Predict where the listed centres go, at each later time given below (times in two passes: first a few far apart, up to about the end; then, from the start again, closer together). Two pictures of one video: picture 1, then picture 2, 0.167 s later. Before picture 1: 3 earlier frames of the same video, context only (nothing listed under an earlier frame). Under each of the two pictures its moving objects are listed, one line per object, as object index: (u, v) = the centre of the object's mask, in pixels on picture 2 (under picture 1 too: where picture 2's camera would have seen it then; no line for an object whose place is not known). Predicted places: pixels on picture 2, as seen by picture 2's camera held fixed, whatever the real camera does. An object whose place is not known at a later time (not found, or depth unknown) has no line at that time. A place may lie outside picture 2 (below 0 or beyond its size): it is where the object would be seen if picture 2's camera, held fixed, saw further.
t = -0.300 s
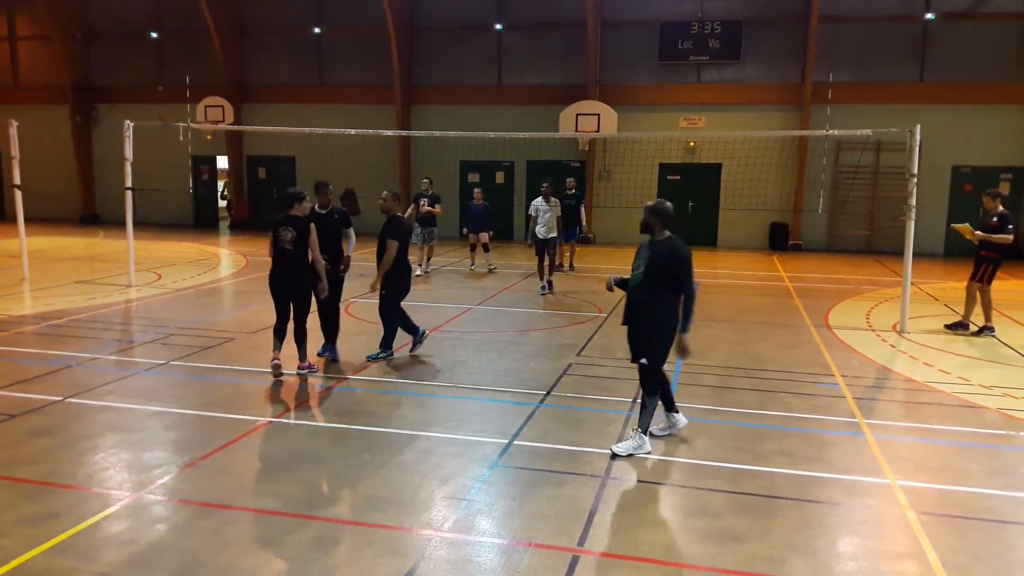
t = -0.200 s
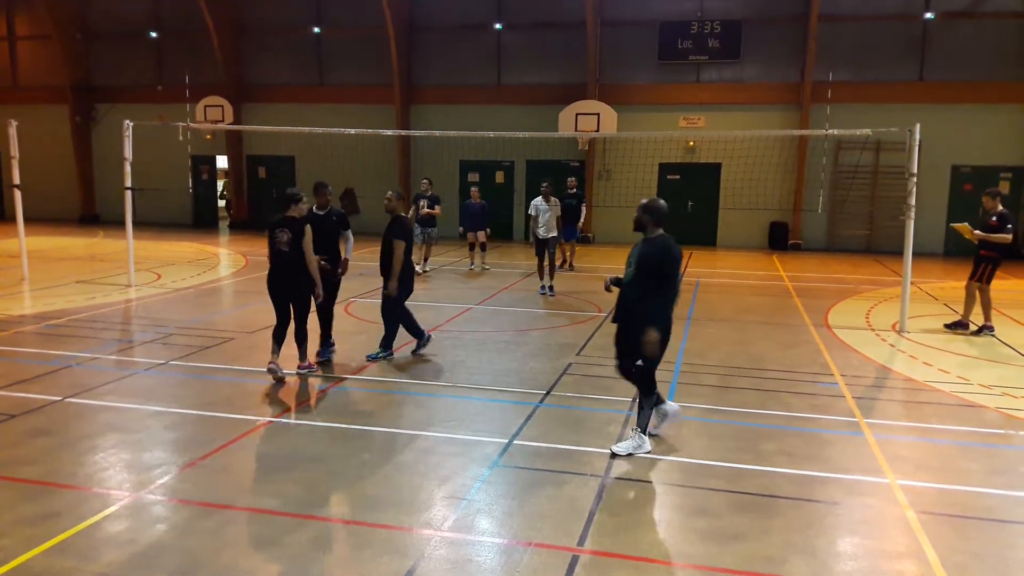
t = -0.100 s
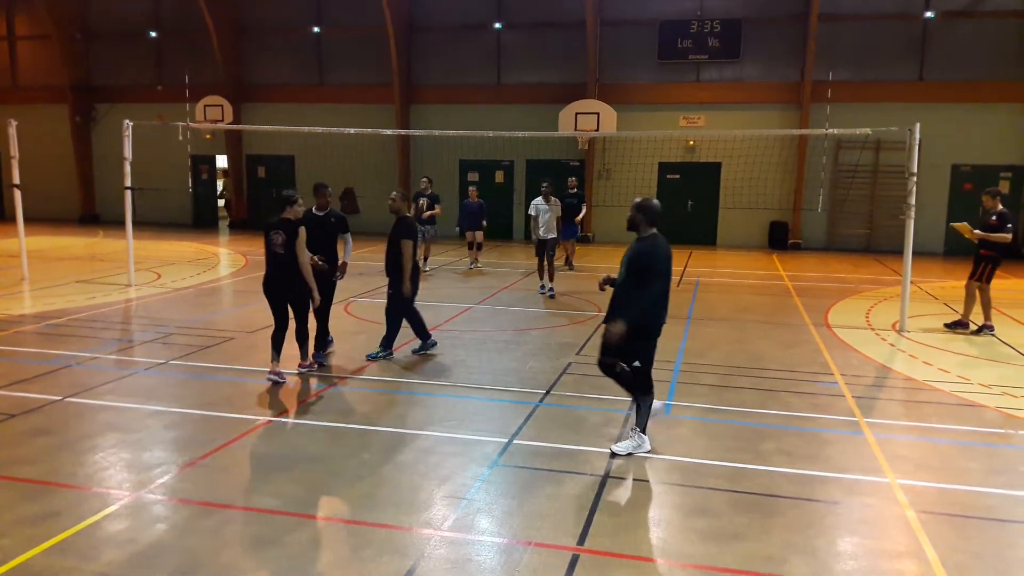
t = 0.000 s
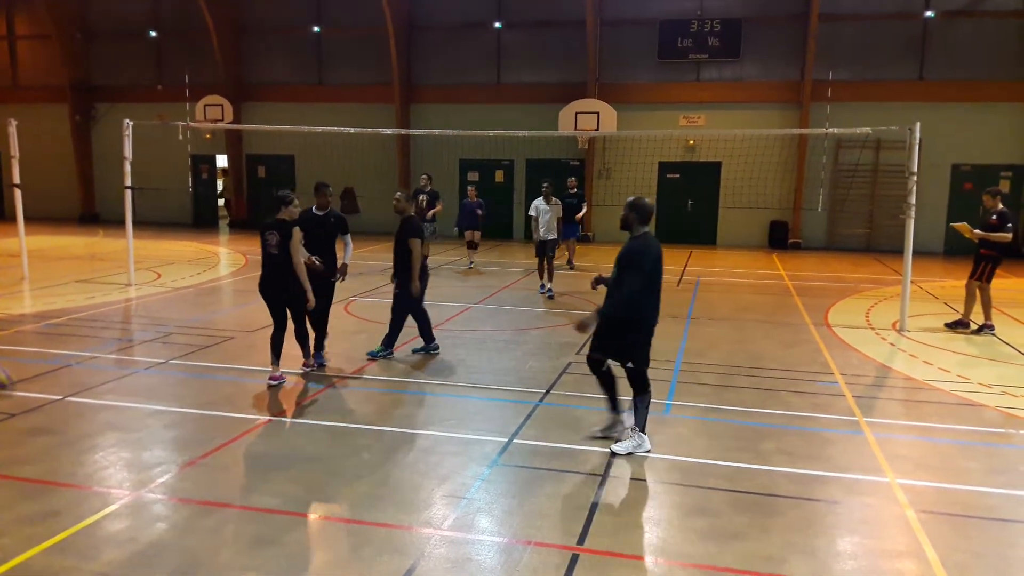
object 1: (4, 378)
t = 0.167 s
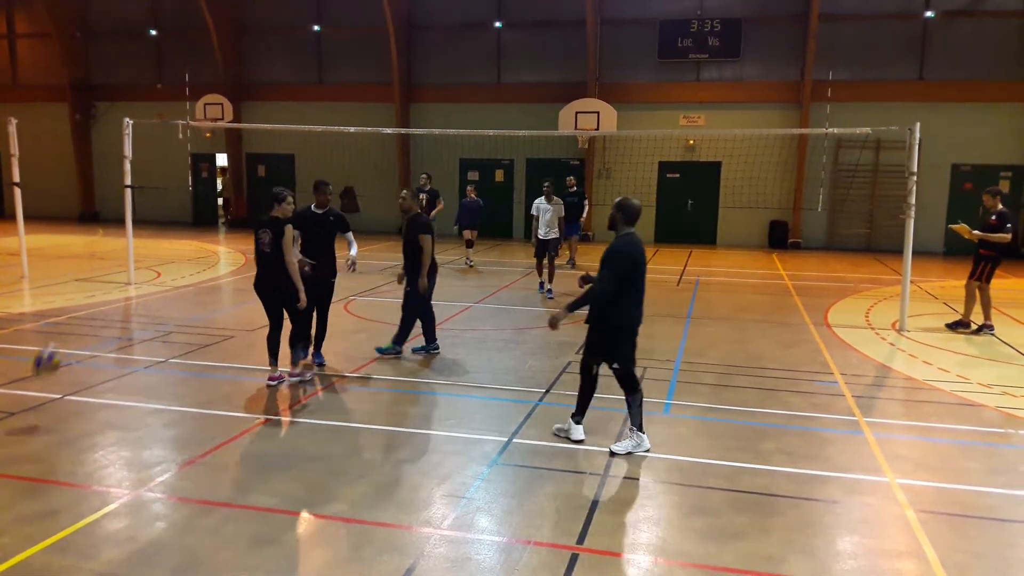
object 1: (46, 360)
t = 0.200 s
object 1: (52, 346)
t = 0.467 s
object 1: (105, 283)
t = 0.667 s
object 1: (145, 291)
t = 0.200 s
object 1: (52, 346)
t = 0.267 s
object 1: (65, 321)
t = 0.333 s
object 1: (80, 303)
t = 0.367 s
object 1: (85, 296)
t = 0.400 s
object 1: (93, 289)
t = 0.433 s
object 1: (100, 286)
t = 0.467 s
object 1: (105, 283)
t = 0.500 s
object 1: (113, 282)
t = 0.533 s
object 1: (120, 281)
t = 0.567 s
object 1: (125, 282)
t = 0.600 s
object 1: (132, 284)
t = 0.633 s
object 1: (138, 287)
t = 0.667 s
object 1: (145, 291)
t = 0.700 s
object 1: (152, 297)
